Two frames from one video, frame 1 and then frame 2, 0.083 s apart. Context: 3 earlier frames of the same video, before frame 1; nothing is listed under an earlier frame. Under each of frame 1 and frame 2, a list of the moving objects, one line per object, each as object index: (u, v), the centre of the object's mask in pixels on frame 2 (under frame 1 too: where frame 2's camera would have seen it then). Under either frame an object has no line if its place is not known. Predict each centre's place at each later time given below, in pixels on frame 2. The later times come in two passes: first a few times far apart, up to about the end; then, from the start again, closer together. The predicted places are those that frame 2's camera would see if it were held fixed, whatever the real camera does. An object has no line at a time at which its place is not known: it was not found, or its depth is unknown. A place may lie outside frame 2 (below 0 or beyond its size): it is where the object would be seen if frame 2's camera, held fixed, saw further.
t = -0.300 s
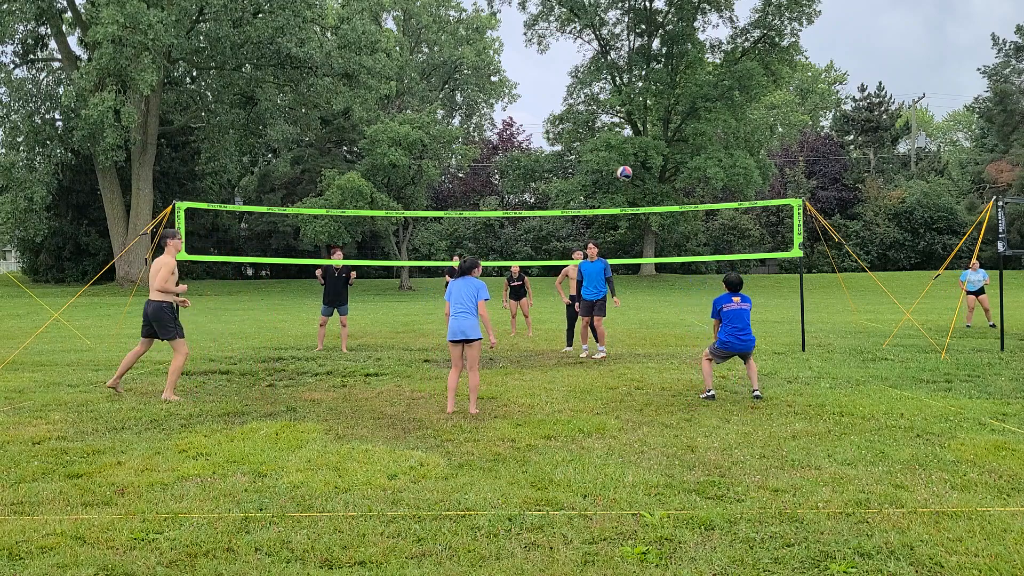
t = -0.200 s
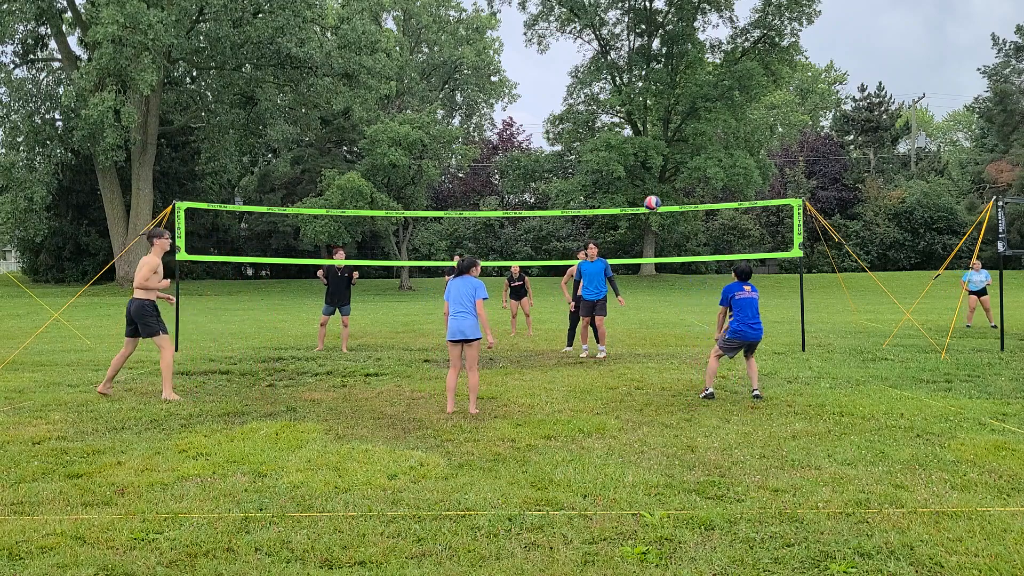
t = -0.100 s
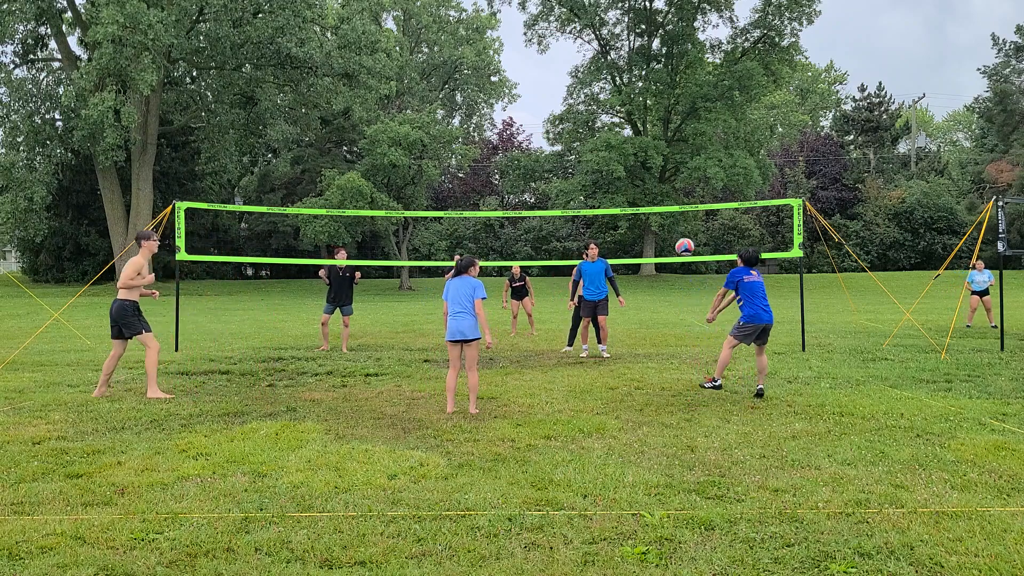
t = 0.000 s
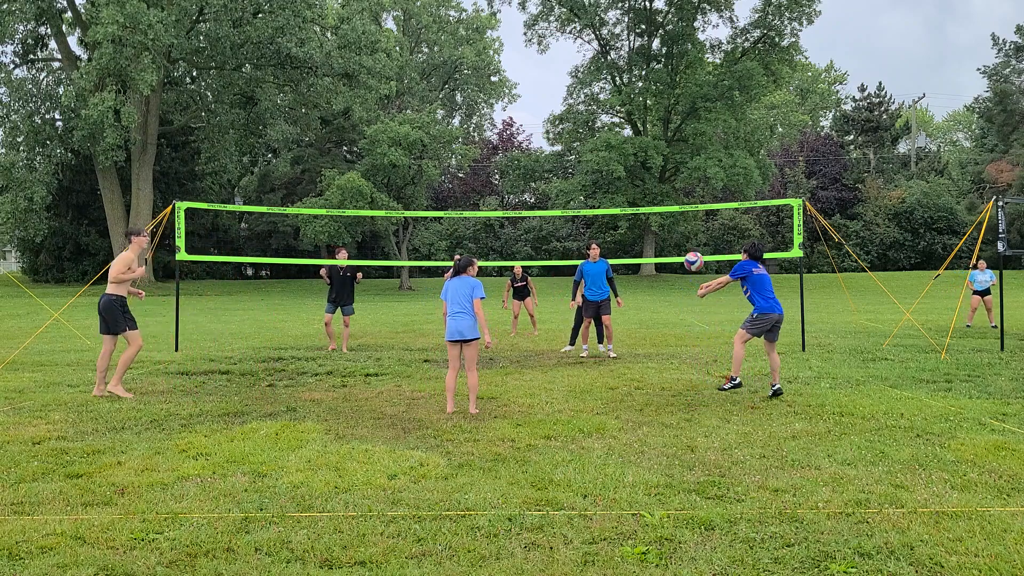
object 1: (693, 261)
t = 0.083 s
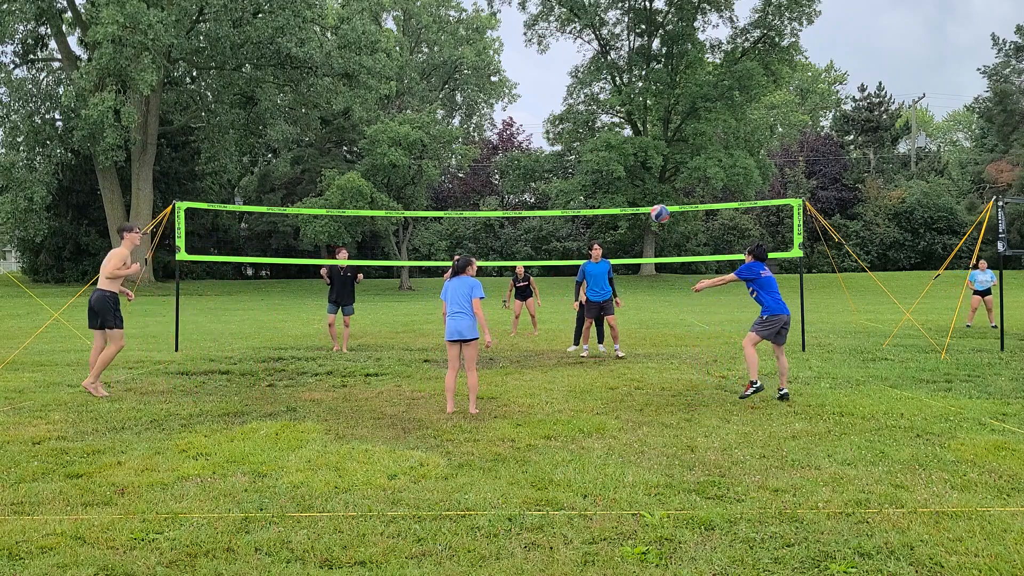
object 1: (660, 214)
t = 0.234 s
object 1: (597, 144)
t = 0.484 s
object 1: (493, 71)
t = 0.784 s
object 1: (364, 59)
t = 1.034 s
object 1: (254, 115)
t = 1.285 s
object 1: (143, 233)
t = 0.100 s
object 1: (653, 205)
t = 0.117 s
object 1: (646, 197)
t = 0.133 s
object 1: (639, 188)
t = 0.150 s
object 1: (632, 180)
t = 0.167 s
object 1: (625, 172)
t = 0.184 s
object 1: (619, 165)
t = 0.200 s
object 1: (611, 157)
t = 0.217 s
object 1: (604, 150)
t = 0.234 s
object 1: (597, 144)
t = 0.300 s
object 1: (570, 118)
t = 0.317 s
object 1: (563, 113)
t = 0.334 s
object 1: (555, 108)
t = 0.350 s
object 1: (549, 103)
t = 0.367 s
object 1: (542, 98)
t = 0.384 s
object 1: (535, 94)
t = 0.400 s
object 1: (528, 89)
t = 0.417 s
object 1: (521, 86)
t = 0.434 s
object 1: (513, 81)
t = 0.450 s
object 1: (507, 77)
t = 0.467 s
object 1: (499, 74)
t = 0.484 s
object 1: (493, 71)
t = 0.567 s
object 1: (457, 59)
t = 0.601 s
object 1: (442, 56)
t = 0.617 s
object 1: (435, 55)
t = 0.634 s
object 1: (428, 54)
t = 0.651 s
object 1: (422, 54)
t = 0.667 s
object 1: (415, 53)
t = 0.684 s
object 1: (407, 54)
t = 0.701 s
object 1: (399, 54)
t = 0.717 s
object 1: (392, 54)
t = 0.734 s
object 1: (385, 55)
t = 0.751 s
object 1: (378, 56)
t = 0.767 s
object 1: (371, 58)
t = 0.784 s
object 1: (364, 59)
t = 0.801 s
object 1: (356, 60)
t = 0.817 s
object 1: (349, 63)
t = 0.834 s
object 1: (342, 65)
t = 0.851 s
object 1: (334, 68)
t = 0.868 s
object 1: (327, 71)
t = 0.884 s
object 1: (320, 74)
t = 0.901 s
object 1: (312, 77)
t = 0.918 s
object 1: (305, 82)
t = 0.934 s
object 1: (298, 85)
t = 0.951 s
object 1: (290, 90)
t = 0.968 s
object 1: (283, 94)
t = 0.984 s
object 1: (276, 99)
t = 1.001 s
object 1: (268, 104)
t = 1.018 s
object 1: (261, 109)
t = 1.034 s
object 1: (254, 115)
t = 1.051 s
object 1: (247, 121)
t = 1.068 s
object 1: (239, 127)
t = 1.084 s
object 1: (232, 134)
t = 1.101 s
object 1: (225, 141)
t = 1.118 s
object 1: (217, 148)
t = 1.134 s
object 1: (210, 155)
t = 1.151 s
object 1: (202, 163)
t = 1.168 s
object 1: (195, 171)
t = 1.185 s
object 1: (188, 179)
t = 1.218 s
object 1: (173, 195)
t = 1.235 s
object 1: (165, 204)
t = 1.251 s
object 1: (158, 213)
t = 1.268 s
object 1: (151, 223)
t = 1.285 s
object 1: (143, 233)
